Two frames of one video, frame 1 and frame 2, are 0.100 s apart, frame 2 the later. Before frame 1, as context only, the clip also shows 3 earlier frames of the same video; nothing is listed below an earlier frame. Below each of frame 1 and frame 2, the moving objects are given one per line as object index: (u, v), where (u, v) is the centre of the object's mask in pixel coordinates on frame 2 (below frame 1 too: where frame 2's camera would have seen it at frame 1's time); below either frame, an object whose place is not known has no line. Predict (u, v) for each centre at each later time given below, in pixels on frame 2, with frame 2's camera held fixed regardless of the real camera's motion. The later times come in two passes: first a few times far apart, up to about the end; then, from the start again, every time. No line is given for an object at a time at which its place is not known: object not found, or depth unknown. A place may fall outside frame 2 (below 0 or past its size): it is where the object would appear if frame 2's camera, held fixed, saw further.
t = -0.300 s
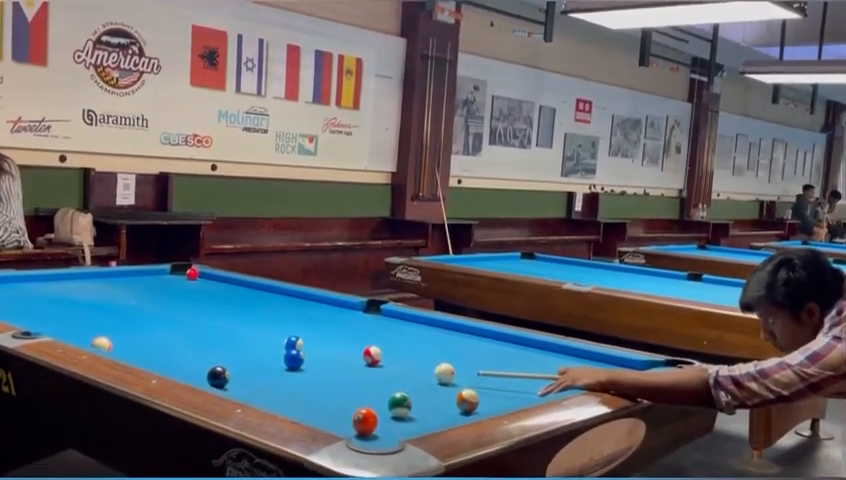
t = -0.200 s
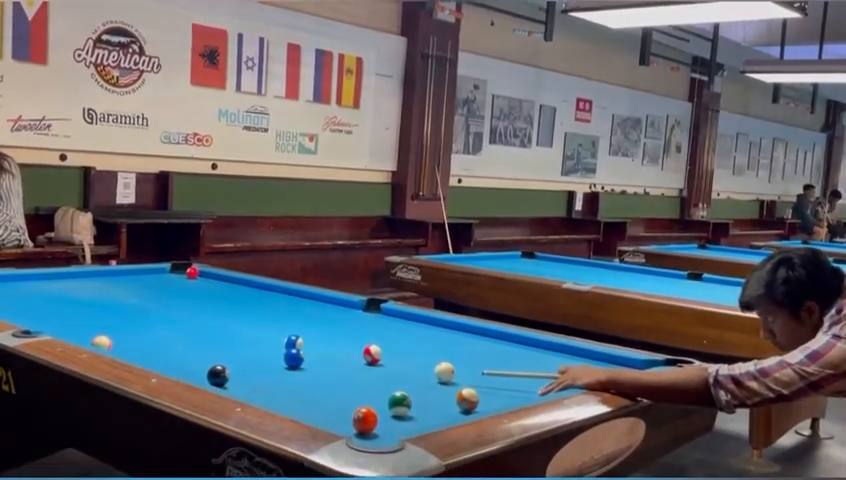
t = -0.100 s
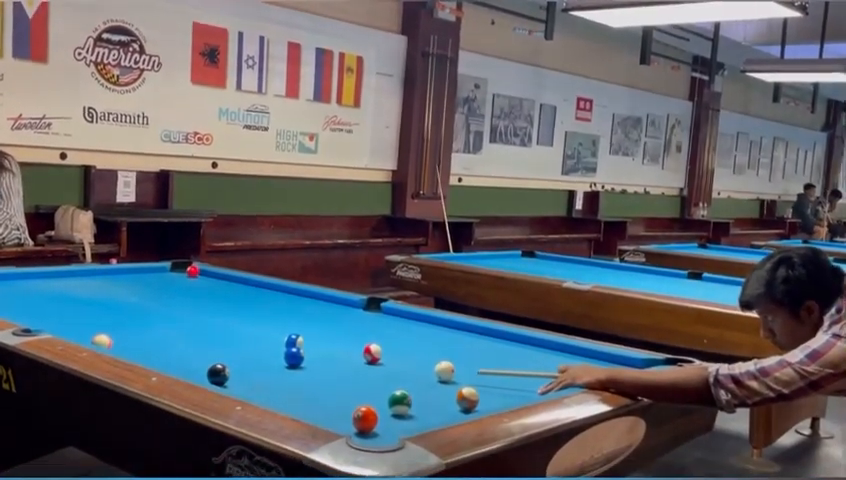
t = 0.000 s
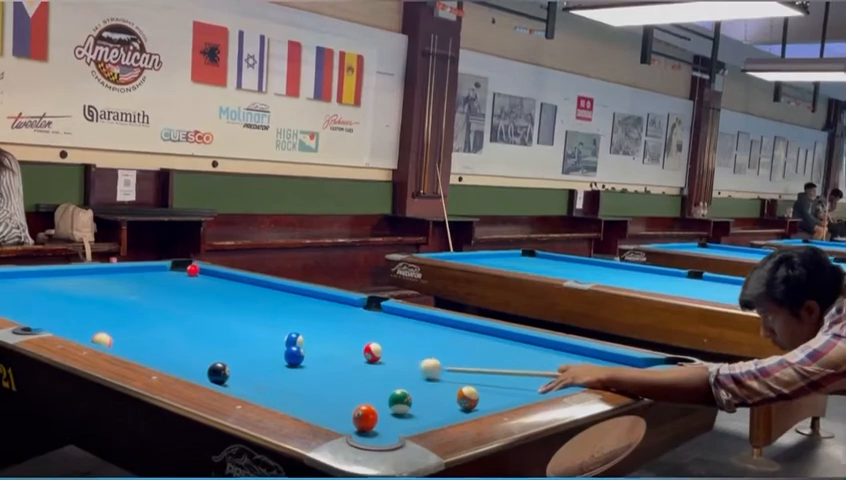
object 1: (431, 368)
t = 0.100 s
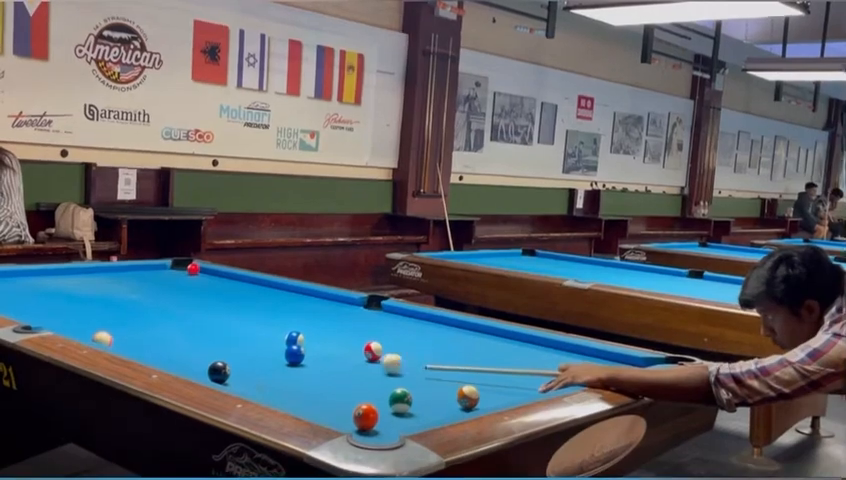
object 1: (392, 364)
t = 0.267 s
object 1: (334, 359)
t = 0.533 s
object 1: (302, 356)
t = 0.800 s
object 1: (283, 354)
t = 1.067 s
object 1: (267, 353)
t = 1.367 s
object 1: (252, 351)
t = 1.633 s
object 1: (240, 350)
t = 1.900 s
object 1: (231, 349)
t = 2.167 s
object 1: (224, 348)
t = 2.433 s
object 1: (219, 348)
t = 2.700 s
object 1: (216, 348)
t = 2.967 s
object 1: (216, 348)
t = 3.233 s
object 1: (215, 348)
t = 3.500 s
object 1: (215, 348)
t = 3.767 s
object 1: (215, 348)
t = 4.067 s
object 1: (215, 348)
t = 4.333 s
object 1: (216, 348)
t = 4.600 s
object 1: (215, 348)
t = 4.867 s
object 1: (216, 348)
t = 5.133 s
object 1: (216, 348)
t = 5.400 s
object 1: (216, 348)
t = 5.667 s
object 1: (215, 348)
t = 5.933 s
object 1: (216, 348)
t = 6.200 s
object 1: (216, 348)
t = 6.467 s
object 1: (215, 348)
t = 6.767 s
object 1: (216, 348)
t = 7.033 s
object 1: (215, 348)
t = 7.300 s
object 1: (216, 348)
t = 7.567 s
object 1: (216, 348)
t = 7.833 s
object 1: (216, 348)
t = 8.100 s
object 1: (216, 348)
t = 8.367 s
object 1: (216, 348)
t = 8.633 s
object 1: (216, 348)
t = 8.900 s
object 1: (216, 348)
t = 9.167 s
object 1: (215, 348)
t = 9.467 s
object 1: (216, 348)
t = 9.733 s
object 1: (216, 348)
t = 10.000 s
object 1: (216, 348)
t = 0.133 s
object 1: (379, 363)
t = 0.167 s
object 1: (368, 363)
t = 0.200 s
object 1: (357, 361)
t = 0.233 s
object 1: (345, 360)
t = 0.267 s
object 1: (334, 359)
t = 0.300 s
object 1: (322, 358)
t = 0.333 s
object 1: (313, 357)
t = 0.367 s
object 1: (313, 357)
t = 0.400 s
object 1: (312, 357)
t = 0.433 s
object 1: (309, 357)
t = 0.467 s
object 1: (307, 356)
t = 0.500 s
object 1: (304, 356)
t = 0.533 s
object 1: (302, 356)
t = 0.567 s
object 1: (299, 356)
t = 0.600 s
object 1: (297, 356)
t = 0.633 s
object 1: (294, 355)
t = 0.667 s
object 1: (292, 355)
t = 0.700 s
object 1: (290, 355)
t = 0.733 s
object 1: (287, 355)
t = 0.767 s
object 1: (285, 354)
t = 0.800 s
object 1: (283, 354)
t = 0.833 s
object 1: (281, 354)
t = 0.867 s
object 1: (279, 354)
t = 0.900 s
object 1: (277, 354)
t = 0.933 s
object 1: (275, 354)
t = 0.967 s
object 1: (273, 354)
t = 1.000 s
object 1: (271, 353)
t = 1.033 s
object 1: (269, 353)
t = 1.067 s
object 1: (267, 353)
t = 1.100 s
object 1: (266, 353)
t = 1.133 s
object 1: (264, 352)
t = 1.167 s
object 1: (262, 352)
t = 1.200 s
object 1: (260, 352)
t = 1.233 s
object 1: (258, 352)
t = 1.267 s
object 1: (257, 352)
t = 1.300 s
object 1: (255, 352)
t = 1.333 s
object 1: (254, 351)
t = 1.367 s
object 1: (252, 351)
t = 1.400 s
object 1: (250, 351)
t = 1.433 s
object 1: (249, 351)
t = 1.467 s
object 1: (247, 351)
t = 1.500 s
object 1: (246, 351)
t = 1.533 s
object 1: (244, 351)
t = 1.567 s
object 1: (243, 350)
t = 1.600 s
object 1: (241, 350)
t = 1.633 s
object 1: (240, 350)
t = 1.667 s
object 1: (239, 350)
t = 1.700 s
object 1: (238, 350)
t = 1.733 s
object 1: (236, 350)
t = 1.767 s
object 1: (235, 350)
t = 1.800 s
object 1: (234, 349)
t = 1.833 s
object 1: (233, 349)
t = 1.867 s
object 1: (232, 349)
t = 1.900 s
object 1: (231, 349)
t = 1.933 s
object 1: (230, 349)
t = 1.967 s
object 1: (229, 349)
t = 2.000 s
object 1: (228, 349)
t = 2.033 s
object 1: (227, 349)
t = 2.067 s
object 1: (226, 349)
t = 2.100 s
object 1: (226, 349)
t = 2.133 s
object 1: (225, 348)
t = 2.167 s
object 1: (224, 348)
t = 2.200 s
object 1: (224, 348)
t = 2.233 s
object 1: (223, 348)
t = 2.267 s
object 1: (222, 348)
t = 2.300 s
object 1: (221, 348)
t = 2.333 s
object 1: (221, 348)
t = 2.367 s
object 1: (220, 348)
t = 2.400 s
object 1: (220, 348)
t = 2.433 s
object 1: (219, 348)
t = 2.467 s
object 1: (218, 348)
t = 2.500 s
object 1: (218, 348)
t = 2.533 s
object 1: (217, 348)
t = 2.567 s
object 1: (217, 348)
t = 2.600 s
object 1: (217, 348)
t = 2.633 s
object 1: (217, 348)
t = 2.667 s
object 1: (216, 348)
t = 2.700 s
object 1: (216, 348)
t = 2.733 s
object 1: (216, 348)
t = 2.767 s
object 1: (216, 348)
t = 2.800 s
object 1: (216, 348)
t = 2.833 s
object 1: (216, 348)
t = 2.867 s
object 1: (216, 348)
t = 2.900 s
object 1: (215, 348)
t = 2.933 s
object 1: (215, 348)
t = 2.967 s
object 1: (216, 348)
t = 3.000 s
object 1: (216, 348)
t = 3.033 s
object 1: (216, 348)
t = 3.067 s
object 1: (215, 348)
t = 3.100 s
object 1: (215, 348)
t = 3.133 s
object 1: (216, 348)
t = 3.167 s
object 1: (216, 348)
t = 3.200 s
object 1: (216, 348)
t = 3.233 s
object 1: (215, 348)
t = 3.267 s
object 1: (215, 348)
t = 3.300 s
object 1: (215, 348)
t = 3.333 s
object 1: (215, 348)
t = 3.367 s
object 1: (215, 348)
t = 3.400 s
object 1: (215, 348)
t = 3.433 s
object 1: (216, 348)
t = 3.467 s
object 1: (215, 348)
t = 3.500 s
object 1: (215, 348)
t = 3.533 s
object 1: (215, 348)
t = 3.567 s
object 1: (216, 348)
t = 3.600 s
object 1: (215, 348)
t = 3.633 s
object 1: (215, 348)
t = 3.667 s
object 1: (216, 348)
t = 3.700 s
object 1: (215, 348)
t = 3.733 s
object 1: (215, 348)
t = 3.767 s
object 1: (215, 348)
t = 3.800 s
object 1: (216, 348)
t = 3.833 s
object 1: (215, 348)
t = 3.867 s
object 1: (215, 348)
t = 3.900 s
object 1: (215, 348)
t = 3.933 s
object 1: (216, 348)
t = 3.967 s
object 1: (215, 348)
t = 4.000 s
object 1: (215, 348)
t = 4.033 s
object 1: (215, 348)
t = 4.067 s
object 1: (215, 348)
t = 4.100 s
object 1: (215, 348)
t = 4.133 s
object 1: (215, 348)
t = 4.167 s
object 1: (216, 348)
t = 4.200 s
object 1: (215, 348)
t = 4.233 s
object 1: (216, 348)
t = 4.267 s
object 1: (216, 348)
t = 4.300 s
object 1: (216, 348)
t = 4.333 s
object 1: (216, 348)
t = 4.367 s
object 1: (216, 348)
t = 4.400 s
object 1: (216, 348)
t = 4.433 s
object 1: (216, 348)
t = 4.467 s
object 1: (216, 348)
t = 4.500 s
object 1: (216, 348)
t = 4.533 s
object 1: (216, 348)
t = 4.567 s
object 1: (216, 348)
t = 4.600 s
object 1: (215, 348)
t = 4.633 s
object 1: (216, 348)
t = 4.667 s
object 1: (215, 348)
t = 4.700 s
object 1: (215, 348)
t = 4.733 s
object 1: (215, 348)
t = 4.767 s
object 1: (216, 348)
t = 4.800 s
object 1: (215, 348)
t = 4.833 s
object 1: (215, 348)
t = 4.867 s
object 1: (216, 348)
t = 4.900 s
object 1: (216, 348)
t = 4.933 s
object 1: (216, 348)
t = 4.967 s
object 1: (216, 348)
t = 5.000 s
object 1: (216, 348)
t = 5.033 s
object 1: (216, 348)
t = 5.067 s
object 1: (216, 348)
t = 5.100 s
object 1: (216, 348)
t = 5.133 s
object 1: (216, 348)
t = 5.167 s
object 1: (216, 348)
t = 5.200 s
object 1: (216, 348)
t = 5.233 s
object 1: (216, 348)
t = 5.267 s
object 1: (216, 348)
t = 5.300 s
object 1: (216, 348)
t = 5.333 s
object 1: (215, 348)
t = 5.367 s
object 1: (216, 348)
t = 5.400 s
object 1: (216, 348)
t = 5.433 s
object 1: (216, 348)
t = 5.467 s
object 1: (216, 348)
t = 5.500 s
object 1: (216, 348)
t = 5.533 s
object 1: (216, 348)
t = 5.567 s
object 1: (216, 348)
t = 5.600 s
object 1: (216, 348)
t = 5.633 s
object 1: (215, 348)
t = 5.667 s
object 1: (215, 348)
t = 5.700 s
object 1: (215, 348)
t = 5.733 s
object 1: (216, 348)
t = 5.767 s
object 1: (216, 348)
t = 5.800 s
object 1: (215, 348)
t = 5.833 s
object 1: (215, 348)
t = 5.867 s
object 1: (216, 348)
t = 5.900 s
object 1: (216, 348)
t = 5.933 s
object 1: (216, 348)
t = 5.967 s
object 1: (216, 348)
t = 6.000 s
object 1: (216, 348)
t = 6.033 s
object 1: (216, 348)
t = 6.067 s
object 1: (216, 348)
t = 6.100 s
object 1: (216, 348)
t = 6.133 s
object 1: (216, 348)
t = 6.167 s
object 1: (216, 348)
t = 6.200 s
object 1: (216, 348)
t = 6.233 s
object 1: (216, 348)
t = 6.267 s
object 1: (216, 348)
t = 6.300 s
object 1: (216, 348)
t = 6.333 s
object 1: (215, 348)
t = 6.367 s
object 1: (215, 348)
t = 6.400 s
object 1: (215, 348)
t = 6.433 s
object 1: (215, 348)
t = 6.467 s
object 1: (215, 348)
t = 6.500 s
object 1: (216, 348)
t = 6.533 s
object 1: (215, 348)
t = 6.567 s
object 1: (215, 348)
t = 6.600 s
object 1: (216, 348)
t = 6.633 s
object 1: (216, 348)
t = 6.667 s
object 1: (215, 348)
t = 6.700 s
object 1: (216, 348)
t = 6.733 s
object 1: (216, 348)
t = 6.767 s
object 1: (216, 348)
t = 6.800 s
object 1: (216, 348)
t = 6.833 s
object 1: (216, 348)
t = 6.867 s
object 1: (216, 348)
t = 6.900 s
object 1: (216, 348)
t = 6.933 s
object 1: (215, 348)
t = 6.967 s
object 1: (215, 348)
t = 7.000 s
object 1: (215, 348)
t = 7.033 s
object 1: (215, 348)
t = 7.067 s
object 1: (216, 348)
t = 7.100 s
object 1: (216, 348)
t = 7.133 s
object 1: (215, 348)
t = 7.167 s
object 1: (216, 348)
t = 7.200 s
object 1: (216, 348)
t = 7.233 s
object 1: (216, 348)
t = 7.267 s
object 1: (216, 348)
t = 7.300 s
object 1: (216, 348)
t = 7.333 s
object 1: (216, 348)
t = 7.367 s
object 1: (216, 348)
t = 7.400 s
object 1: (215, 348)
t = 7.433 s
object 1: (216, 348)
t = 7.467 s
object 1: (216, 348)
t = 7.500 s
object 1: (216, 348)
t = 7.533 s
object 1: (216, 348)
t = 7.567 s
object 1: (216, 348)
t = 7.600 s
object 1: (216, 348)
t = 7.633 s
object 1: (216, 348)
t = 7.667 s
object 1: (216, 348)
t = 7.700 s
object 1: (216, 348)
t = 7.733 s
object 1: (216, 348)
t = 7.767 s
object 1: (216, 348)
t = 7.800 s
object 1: (216, 348)
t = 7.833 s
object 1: (216, 348)
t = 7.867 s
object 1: (216, 348)
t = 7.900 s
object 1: (215, 348)
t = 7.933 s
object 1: (216, 348)
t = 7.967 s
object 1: (216, 348)
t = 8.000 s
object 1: (216, 348)
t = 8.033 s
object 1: (216, 348)
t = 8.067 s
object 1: (215, 348)
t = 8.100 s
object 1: (216, 348)
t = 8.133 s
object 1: (216, 348)
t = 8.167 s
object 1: (216, 348)
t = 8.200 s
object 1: (216, 348)
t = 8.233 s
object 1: (216, 348)
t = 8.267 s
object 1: (216, 348)
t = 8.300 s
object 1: (216, 348)
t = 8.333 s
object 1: (215, 348)
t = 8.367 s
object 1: (216, 348)
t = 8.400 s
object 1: (216, 348)
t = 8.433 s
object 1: (216, 348)
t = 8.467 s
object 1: (216, 348)
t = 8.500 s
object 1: (216, 348)
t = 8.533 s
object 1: (216, 348)
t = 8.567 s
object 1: (216, 348)
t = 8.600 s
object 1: (216, 348)
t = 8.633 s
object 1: (216, 348)
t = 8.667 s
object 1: (216, 348)
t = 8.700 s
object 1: (216, 348)
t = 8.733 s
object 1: (216, 348)
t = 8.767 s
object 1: (216, 348)
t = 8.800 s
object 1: (216, 348)
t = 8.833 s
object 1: (215, 348)
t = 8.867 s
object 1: (216, 348)
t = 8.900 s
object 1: (216, 348)
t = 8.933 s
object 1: (216, 348)
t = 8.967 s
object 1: (216, 348)
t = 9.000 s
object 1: (216, 348)
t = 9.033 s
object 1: (216, 348)
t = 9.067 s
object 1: (216, 348)
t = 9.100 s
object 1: (216, 348)
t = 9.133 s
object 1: (215, 348)
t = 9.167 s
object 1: (215, 348)
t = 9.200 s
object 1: (215, 348)
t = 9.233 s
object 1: (216, 348)
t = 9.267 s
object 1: (216, 348)
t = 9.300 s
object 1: (215, 348)
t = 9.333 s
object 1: (216, 348)
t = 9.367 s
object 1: (215, 348)
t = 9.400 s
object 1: (216, 348)
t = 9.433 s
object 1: (216, 348)
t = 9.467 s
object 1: (216, 348)
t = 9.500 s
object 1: (216, 348)
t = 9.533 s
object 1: (216, 348)
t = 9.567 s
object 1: (216, 348)
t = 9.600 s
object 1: (216, 348)
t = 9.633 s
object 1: (216, 348)
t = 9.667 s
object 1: (216, 348)
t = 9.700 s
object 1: (216, 348)
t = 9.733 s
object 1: (216, 348)
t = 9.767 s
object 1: (216, 348)
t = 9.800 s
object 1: (215, 348)
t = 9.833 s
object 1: (216, 348)
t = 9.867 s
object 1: (216, 348)
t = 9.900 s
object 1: (216, 348)
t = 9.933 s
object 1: (215, 348)
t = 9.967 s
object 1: (216, 348)
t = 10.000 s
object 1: (216, 348)
